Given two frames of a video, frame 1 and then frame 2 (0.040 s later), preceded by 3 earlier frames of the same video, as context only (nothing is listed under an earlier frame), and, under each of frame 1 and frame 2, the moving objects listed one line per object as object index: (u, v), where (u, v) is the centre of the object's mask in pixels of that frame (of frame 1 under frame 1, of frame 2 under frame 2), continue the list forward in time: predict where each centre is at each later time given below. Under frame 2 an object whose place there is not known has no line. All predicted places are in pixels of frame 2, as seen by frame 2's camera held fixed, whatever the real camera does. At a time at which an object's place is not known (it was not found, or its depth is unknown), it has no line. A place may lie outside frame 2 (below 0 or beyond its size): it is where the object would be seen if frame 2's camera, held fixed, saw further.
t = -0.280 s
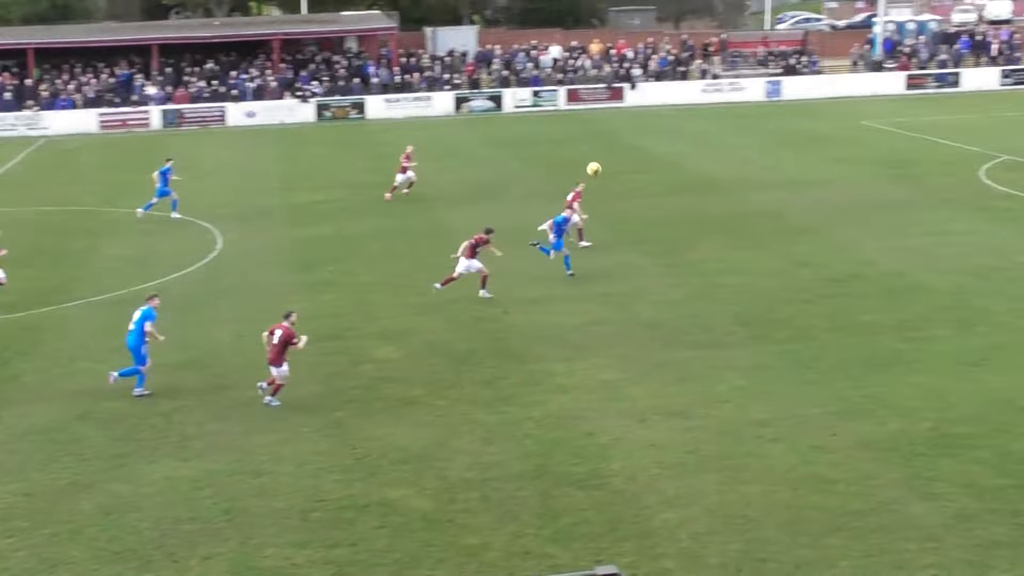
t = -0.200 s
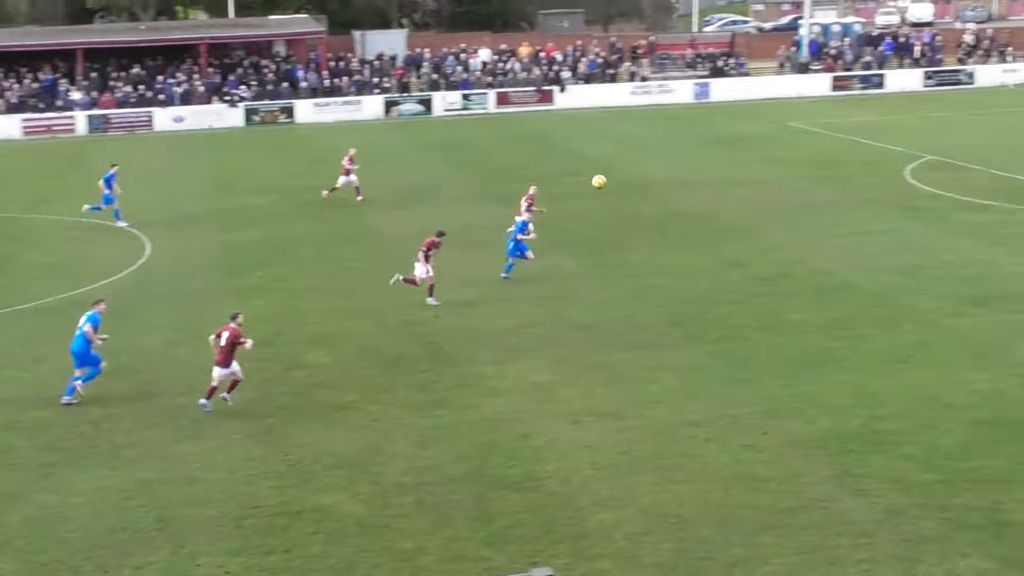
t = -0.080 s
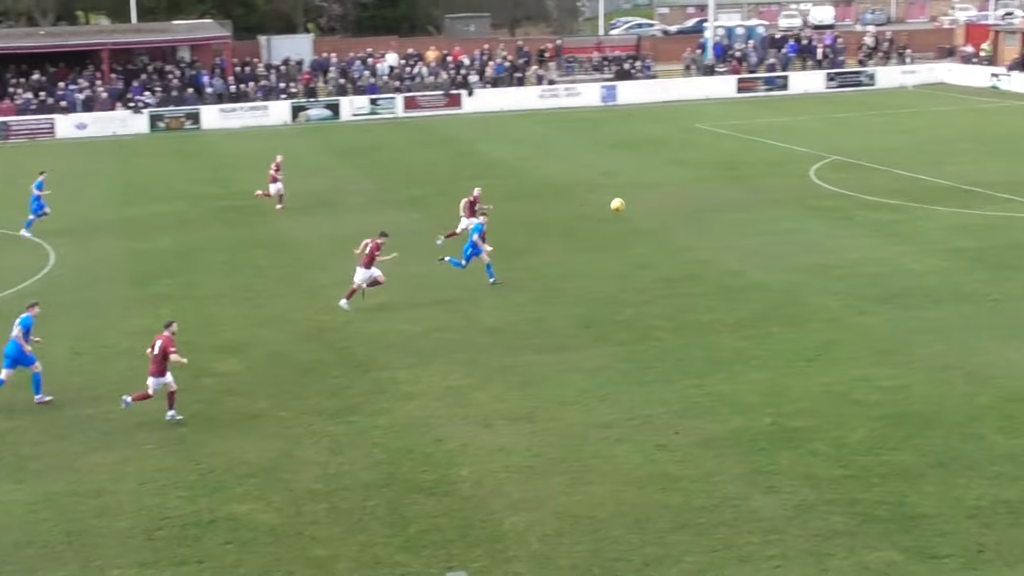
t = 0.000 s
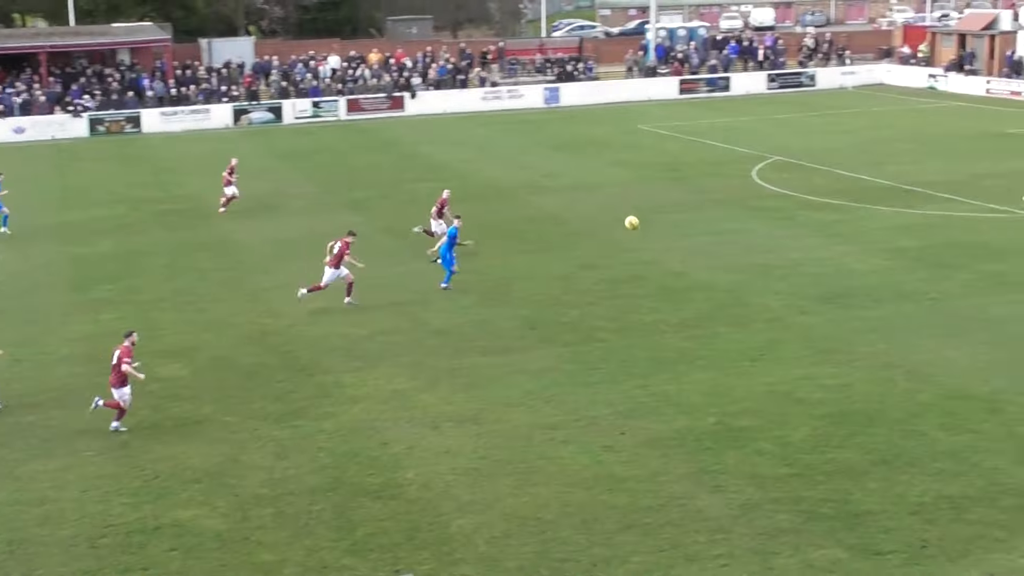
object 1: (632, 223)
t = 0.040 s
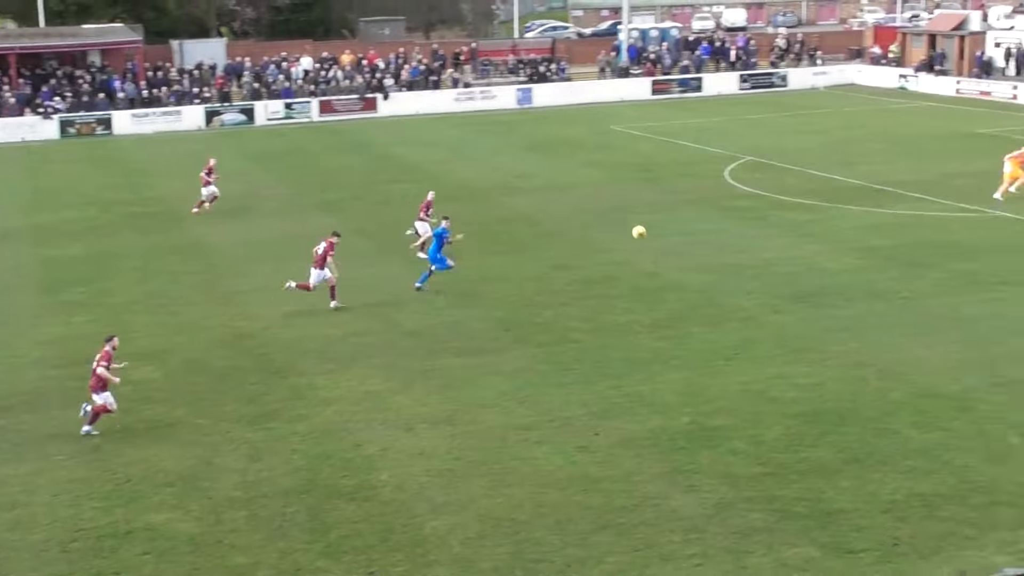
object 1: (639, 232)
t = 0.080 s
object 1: (669, 241)
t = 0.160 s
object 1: (732, 263)
